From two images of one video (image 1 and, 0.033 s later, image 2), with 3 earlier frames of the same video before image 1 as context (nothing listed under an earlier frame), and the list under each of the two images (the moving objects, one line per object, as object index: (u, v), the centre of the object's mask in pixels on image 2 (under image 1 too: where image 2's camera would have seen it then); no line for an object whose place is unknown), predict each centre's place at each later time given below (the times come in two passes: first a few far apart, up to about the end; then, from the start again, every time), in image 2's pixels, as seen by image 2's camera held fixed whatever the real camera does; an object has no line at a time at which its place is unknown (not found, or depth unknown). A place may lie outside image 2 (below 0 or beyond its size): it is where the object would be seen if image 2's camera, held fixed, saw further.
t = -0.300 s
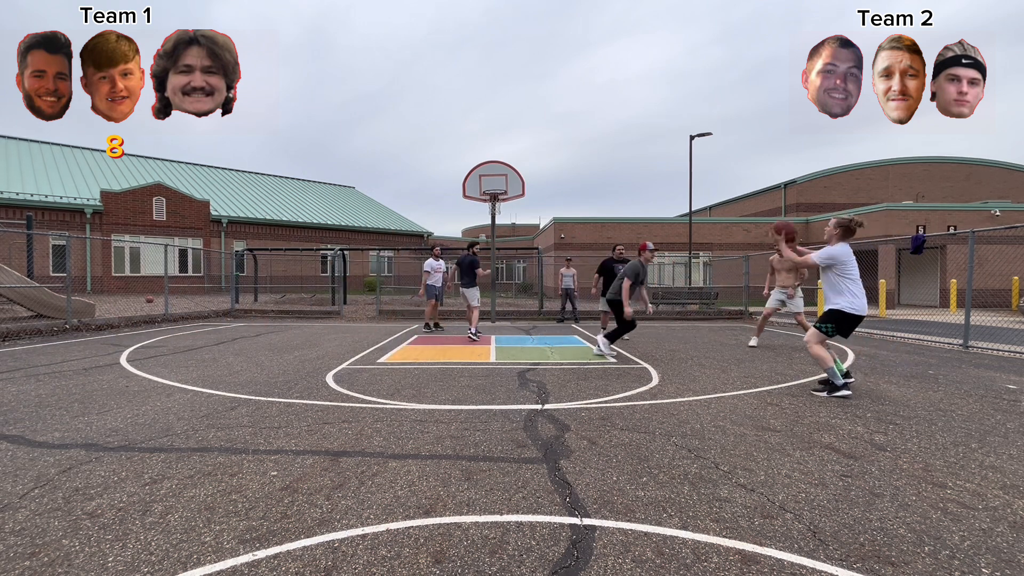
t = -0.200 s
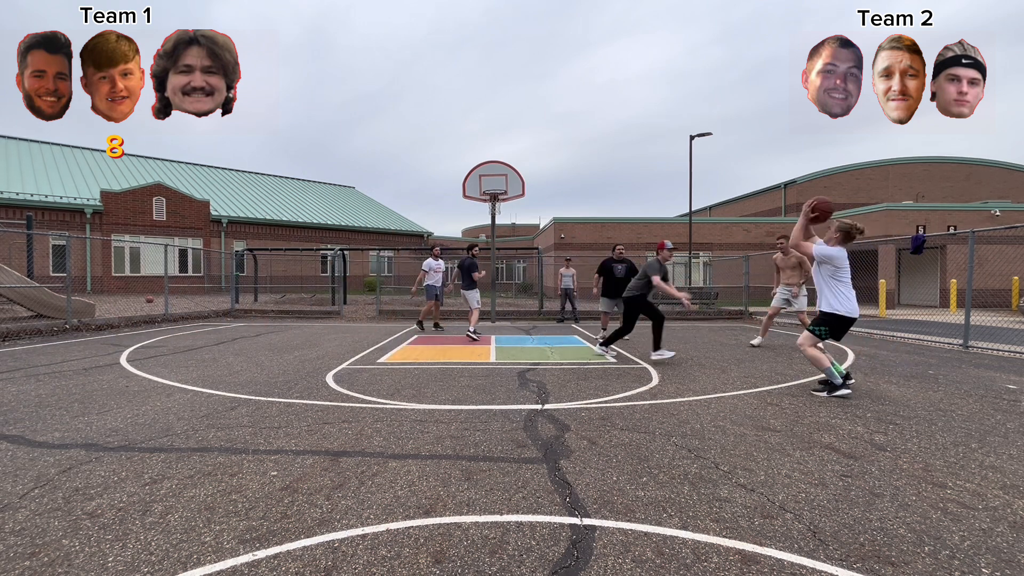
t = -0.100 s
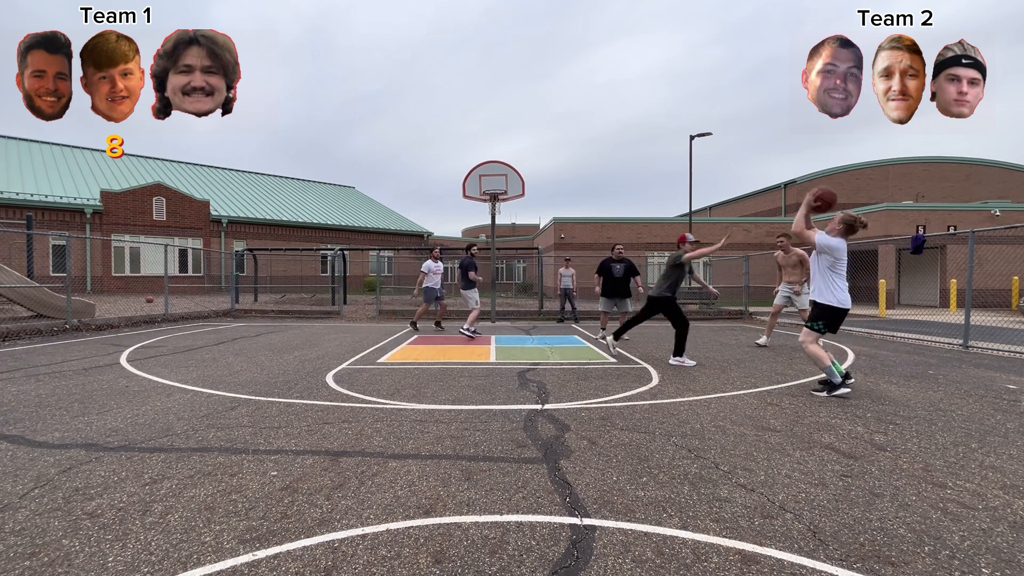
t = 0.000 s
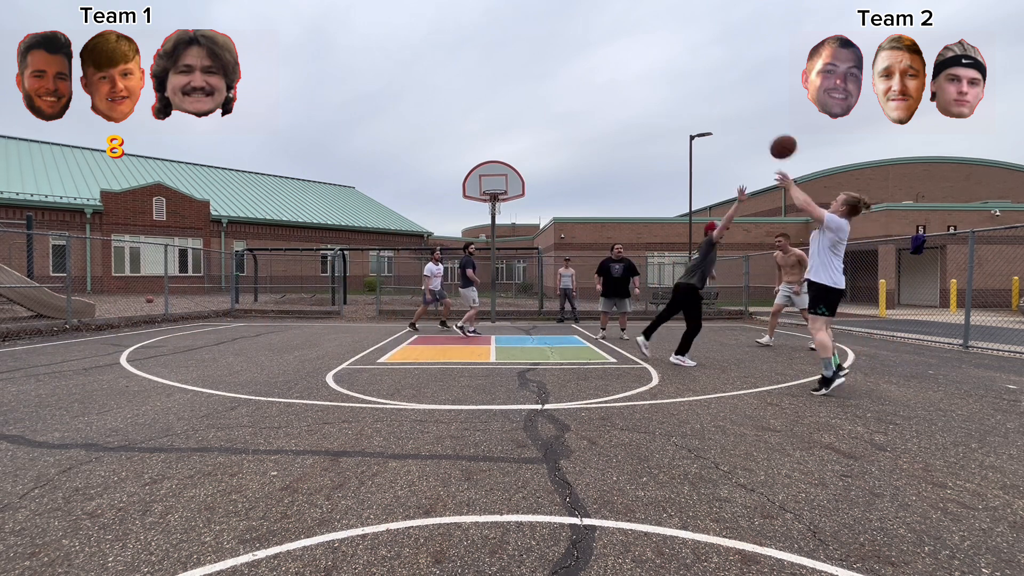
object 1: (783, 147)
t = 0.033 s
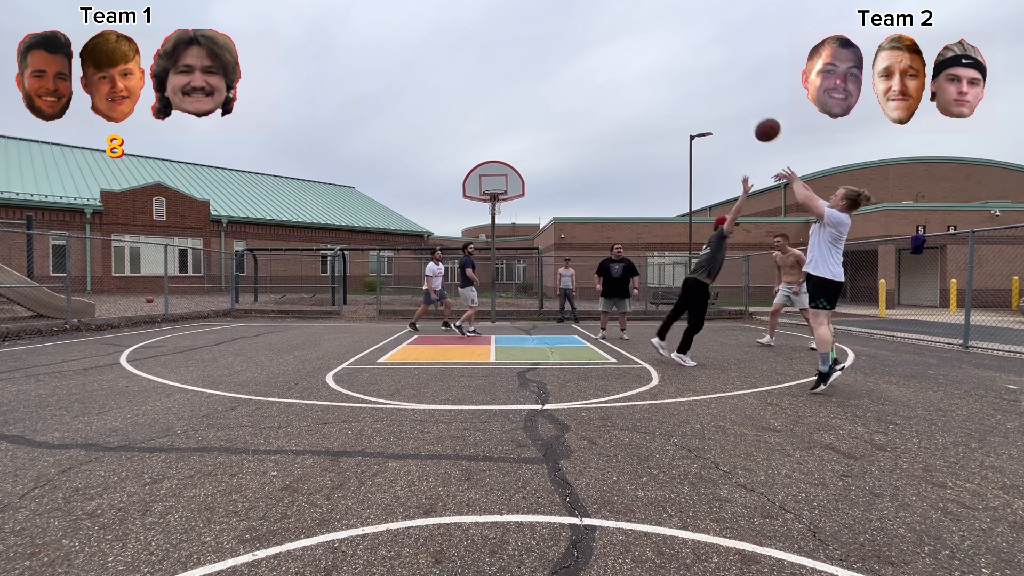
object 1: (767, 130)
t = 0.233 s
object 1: (690, 65)
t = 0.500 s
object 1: (616, 47)
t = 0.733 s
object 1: (569, 70)
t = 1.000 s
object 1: (528, 125)
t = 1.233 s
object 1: (500, 187)
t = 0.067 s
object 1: (753, 115)
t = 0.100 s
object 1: (739, 102)
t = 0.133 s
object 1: (725, 91)
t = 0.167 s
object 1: (713, 81)
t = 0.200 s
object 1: (701, 72)
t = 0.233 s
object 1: (690, 65)
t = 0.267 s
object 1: (679, 60)
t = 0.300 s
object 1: (668, 55)
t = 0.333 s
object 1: (659, 51)
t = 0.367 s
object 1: (649, 49)
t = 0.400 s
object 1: (640, 47)
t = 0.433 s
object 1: (632, 46)
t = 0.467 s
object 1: (624, 46)
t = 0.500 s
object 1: (616, 47)
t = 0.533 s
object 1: (608, 48)
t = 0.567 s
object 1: (601, 51)
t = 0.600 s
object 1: (594, 53)
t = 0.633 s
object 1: (588, 57)
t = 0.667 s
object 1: (581, 61)
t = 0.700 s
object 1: (575, 65)
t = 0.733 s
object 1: (569, 70)
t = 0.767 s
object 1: (563, 76)
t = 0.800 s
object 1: (558, 82)
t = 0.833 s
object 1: (553, 88)
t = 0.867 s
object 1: (547, 95)
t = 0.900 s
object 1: (542, 102)
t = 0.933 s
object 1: (538, 109)
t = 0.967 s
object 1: (533, 117)
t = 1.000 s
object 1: (528, 125)
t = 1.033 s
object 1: (524, 133)
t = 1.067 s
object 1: (520, 142)
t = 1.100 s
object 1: (516, 151)
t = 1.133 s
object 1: (512, 160)
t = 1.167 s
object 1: (508, 170)
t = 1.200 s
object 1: (504, 180)
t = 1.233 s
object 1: (500, 187)
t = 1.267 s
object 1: (495, 193)
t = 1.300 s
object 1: (493, 196)
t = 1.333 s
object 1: (490, 198)
